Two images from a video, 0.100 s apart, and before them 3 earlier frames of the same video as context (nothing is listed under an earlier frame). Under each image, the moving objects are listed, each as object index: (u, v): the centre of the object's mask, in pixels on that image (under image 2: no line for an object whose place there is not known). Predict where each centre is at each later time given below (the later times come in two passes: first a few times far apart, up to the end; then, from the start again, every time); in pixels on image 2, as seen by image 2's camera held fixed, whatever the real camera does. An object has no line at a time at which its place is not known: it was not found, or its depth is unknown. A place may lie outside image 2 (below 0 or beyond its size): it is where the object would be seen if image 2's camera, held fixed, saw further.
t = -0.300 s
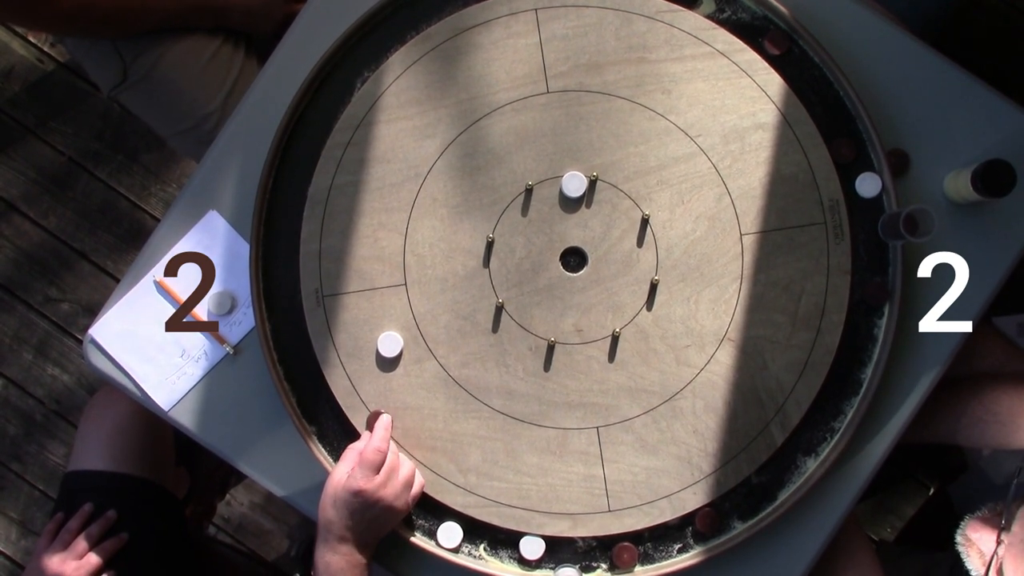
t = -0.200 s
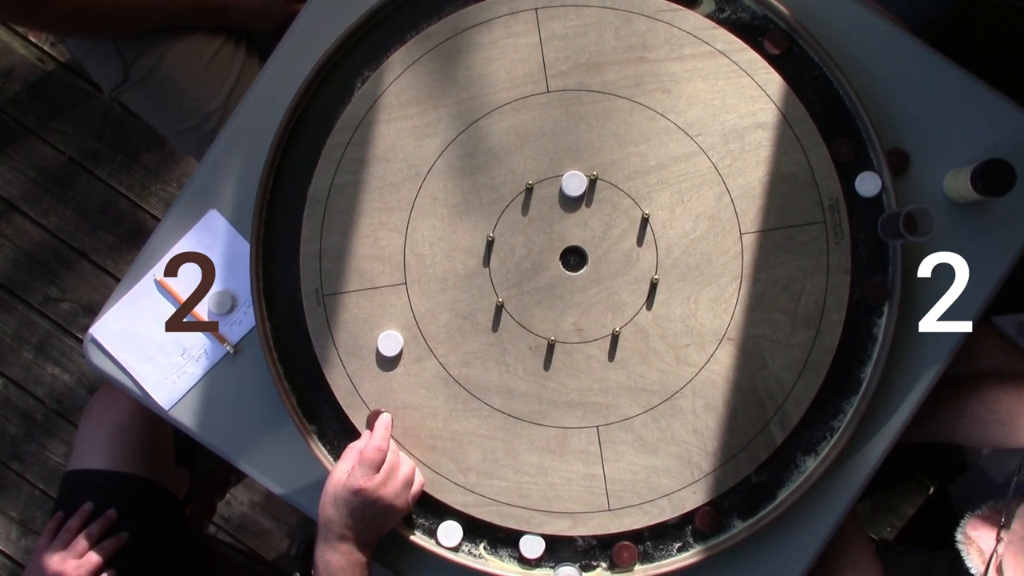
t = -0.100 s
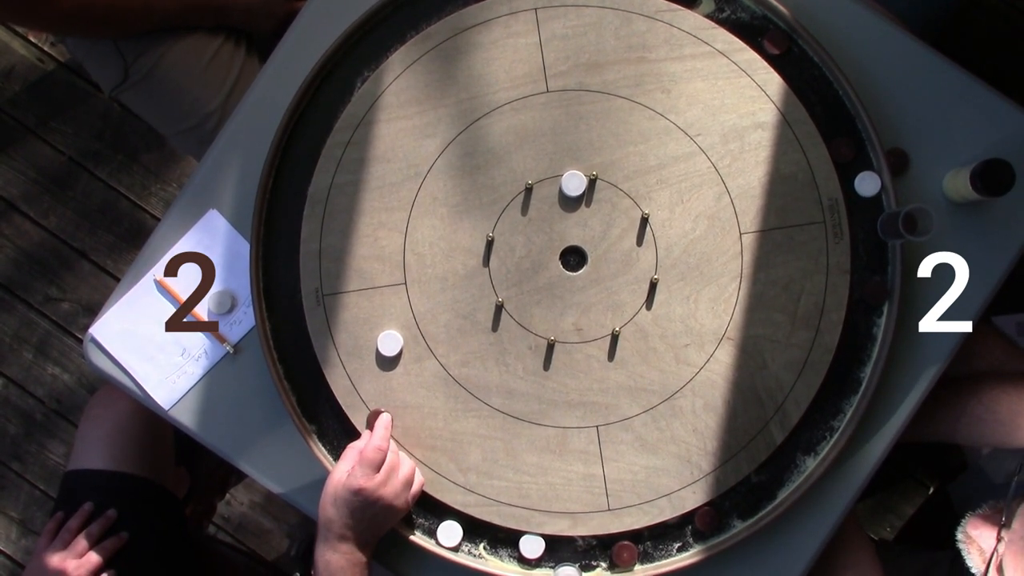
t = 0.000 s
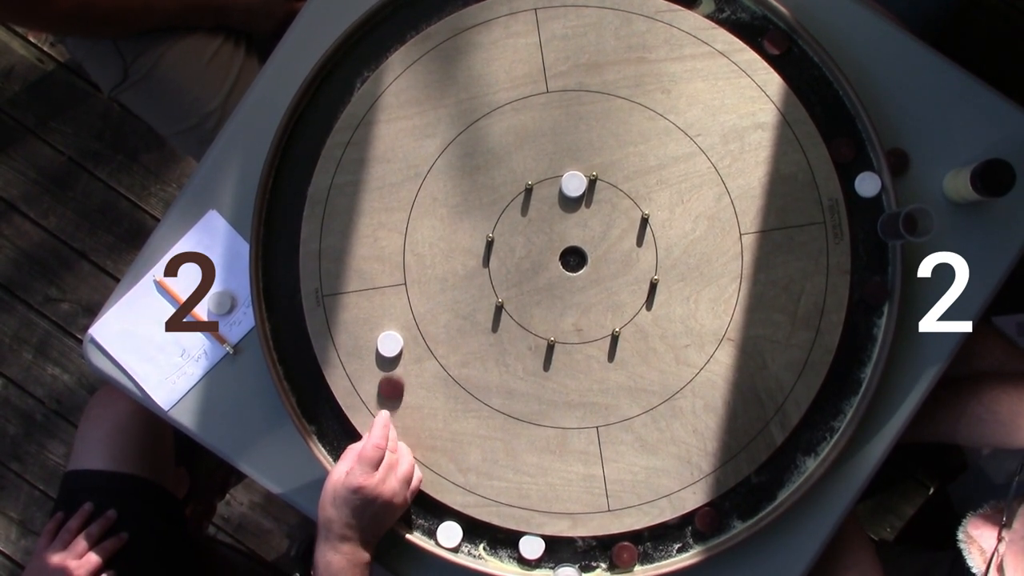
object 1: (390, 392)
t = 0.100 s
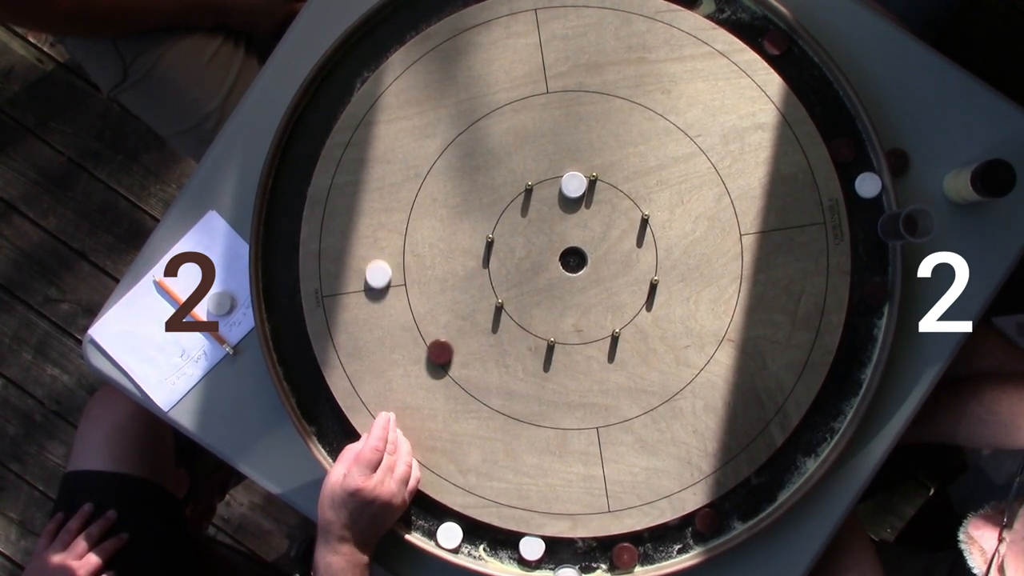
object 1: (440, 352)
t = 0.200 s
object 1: (485, 331)
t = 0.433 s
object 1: (563, 298)
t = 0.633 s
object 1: (593, 286)
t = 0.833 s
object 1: (594, 285)
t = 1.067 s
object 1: (595, 284)
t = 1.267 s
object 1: (594, 285)
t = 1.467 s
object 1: (595, 285)
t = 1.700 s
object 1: (595, 284)
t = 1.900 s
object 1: (595, 284)
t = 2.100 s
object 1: (594, 284)
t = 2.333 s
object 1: (595, 284)
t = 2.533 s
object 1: (595, 284)
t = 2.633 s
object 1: (595, 284)
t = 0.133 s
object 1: (455, 345)
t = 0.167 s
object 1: (471, 338)
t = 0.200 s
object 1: (485, 331)
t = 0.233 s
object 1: (499, 326)
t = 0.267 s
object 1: (512, 320)
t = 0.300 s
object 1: (524, 315)
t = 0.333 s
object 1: (535, 310)
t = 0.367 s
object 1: (545, 306)
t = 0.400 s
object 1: (555, 301)
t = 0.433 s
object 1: (563, 298)
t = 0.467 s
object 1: (570, 295)
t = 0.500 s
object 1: (577, 292)
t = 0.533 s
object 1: (582, 290)
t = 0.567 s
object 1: (587, 288)
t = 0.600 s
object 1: (590, 287)
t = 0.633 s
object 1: (593, 286)
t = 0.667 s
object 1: (594, 285)
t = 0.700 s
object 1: (595, 284)
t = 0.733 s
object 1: (595, 284)
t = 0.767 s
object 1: (595, 284)
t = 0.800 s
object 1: (594, 284)
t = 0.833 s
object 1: (594, 285)
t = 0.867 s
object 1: (594, 285)
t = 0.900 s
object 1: (594, 285)
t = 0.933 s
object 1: (595, 285)
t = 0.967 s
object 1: (595, 285)
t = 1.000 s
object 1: (595, 285)
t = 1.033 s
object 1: (595, 285)
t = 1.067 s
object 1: (595, 284)
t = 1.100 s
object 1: (595, 284)
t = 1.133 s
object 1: (594, 284)
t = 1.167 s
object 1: (594, 284)
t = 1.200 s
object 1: (594, 284)
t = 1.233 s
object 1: (594, 285)
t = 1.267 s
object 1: (594, 285)
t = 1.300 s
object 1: (594, 285)
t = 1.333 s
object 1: (594, 285)
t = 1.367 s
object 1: (594, 285)
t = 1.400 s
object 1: (595, 285)
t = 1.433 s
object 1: (595, 285)
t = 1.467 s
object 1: (595, 285)
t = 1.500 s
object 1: (595, 285)
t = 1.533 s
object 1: (595, 284)
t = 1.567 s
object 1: (595, 285)
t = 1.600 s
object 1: (595, 284)
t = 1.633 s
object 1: (595, 284)
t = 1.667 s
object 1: (595, 284)
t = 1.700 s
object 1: (595, 284)
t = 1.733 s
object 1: (595, 284)
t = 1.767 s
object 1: (594, 284)
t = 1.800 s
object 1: (594, 284)
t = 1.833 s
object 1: (594, 284)
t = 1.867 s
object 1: (594, 284)
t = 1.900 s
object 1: (595, 284)
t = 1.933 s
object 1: (595, 284)
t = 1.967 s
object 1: (594, 284)
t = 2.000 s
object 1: (594, 284)
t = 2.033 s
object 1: (594, 284)
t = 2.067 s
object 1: (594, 284)
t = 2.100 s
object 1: (594, 284)
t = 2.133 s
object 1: (594, 284)
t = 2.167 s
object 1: (594, 284)
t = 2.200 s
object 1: (594, 284)
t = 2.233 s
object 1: (594, 284)
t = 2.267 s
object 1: (595, 284)
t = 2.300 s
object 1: (595, 284)
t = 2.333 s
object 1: (595, 284)
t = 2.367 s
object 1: (595, 284)
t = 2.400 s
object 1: (595, 284)
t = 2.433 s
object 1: (595, 284)
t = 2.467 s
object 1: (595, 284)
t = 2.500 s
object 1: (595, 284)
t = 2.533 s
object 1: (595, 284)
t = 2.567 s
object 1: (595, 284)
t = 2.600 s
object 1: (595, 284)
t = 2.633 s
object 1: (595, 284)
